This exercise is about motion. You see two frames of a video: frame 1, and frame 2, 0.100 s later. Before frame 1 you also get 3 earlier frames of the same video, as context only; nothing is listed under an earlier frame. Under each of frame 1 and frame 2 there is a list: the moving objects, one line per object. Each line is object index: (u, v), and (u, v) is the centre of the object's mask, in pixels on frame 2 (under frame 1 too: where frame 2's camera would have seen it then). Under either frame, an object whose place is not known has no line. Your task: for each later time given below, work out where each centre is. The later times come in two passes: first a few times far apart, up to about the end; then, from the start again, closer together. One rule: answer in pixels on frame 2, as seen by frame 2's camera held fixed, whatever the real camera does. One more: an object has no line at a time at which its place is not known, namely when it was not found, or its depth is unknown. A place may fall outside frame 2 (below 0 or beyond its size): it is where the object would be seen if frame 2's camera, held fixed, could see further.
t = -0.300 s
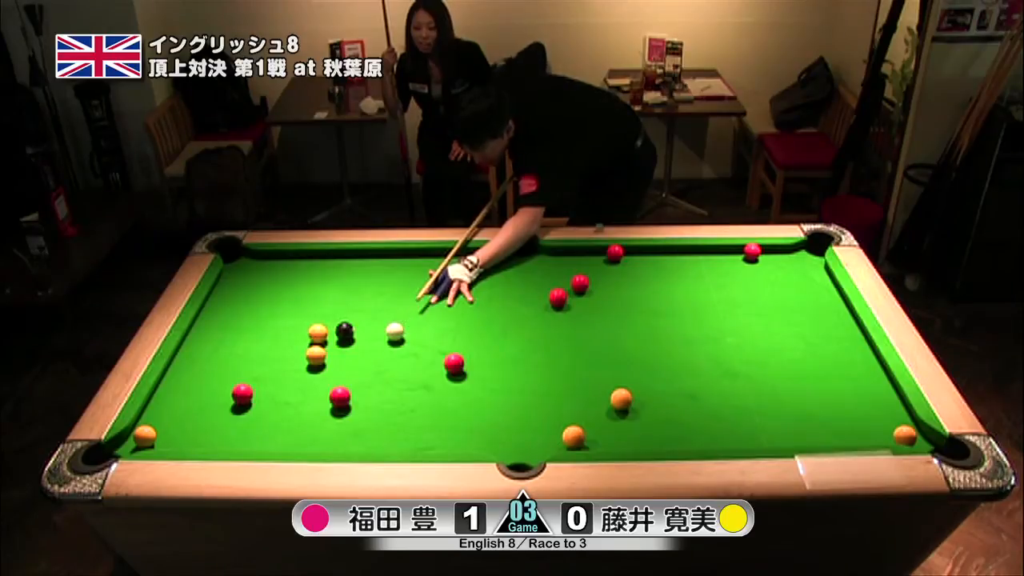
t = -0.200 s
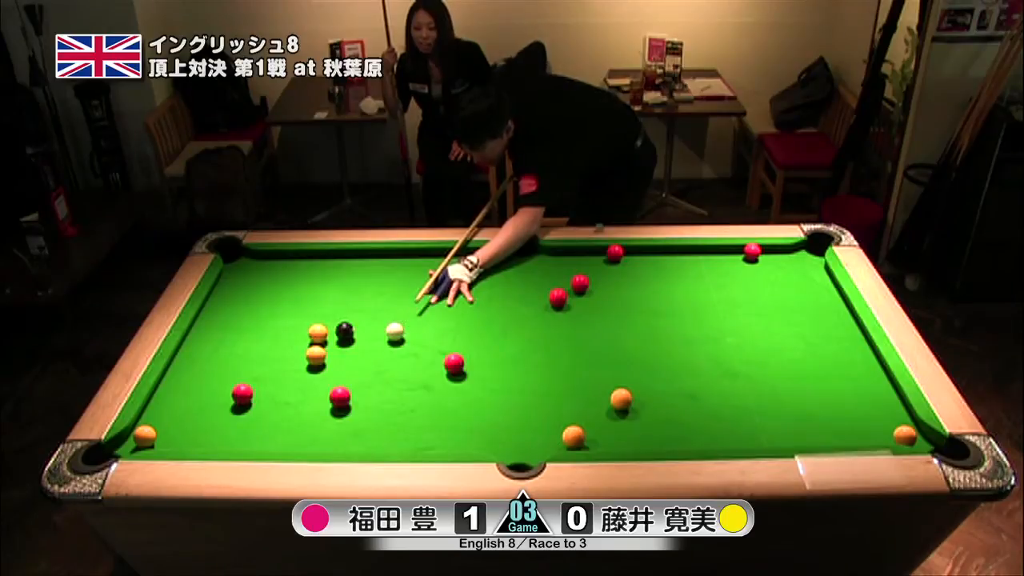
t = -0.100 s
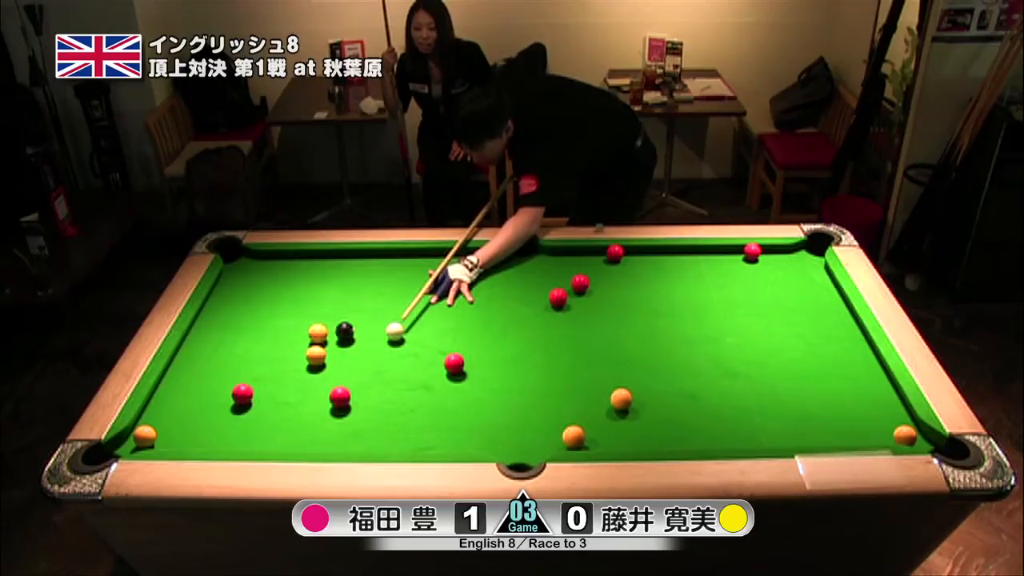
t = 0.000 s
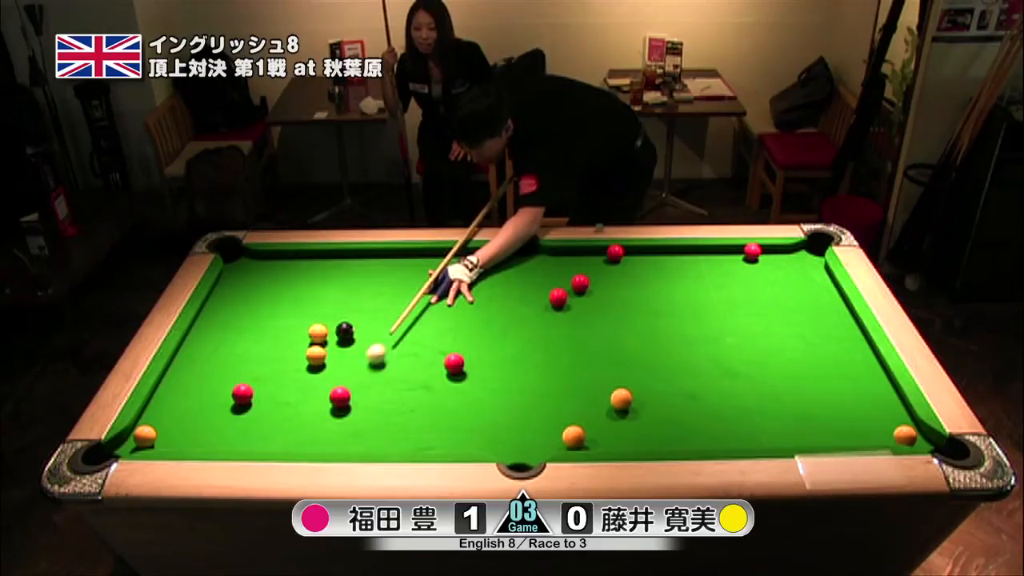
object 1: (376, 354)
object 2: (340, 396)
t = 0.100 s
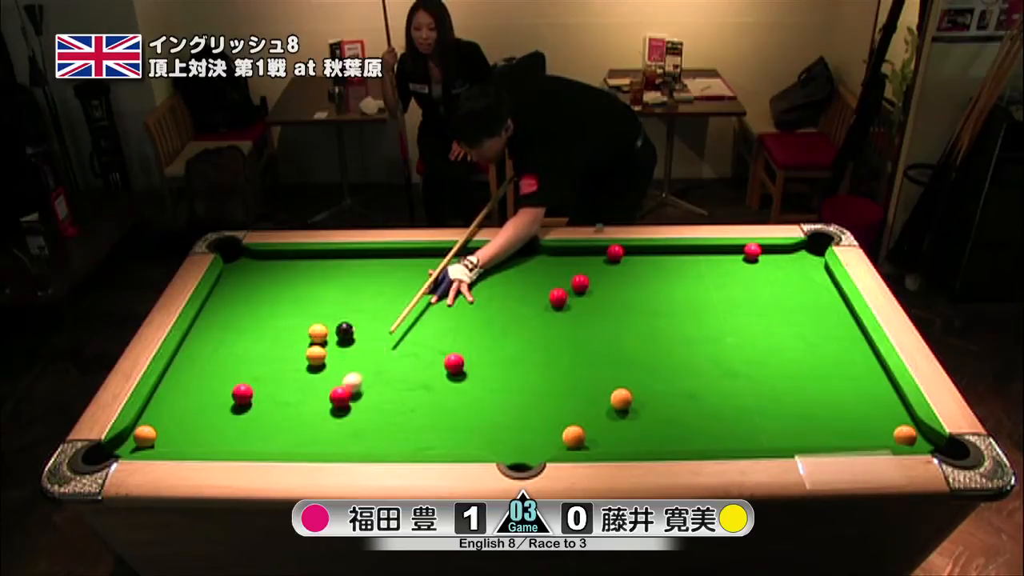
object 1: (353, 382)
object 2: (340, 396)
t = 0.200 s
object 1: (351, 386)
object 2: (319, 420)
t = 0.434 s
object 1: (345, 398)
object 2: (293, 432)
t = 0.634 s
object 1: (340, 406)
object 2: (286, 410)
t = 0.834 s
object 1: (336, 414)
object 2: (280, 390)
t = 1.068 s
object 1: (332, 423)
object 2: (274, 369)
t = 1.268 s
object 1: (328, 428)
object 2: (270, 354)
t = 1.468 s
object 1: (326, 433)
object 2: (266, 341)
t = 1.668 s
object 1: (324, 437)
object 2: (262, 329)
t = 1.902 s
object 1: (323, 439)
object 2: (257, 317)
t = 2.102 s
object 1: (322, 439)
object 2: (255, 308)
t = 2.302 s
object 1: (322, 439)
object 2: (252, 301)
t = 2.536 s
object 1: (322, 439)
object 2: (250, 293)
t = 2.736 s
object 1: (322, 439)
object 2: (248, 288)
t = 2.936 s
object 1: (322, 439)
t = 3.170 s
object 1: (322, 439)
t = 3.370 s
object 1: (322, 439)
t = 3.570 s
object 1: (322, 439)
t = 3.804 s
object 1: (322, 439)
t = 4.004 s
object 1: (322, 439)
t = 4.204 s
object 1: (322, 439)
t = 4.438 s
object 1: (322, 439)
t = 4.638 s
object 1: (322, 439)
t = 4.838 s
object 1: (322, 440)
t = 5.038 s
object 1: (322, 440)
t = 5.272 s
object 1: (322, 440)
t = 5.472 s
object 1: (322, 440)
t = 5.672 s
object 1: (322, 440)
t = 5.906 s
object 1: (322, 440)
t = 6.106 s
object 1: (322, 440)
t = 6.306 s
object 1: (322, 440)
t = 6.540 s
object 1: (322, 440)
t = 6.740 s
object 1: (323, 439)
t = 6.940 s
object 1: (322, 439)
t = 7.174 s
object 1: (322, 439)
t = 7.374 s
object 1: (322, 439)
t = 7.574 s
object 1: (322, 439)
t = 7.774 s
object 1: (322, 439)
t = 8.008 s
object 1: (322, 439)
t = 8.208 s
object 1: (322, 439)
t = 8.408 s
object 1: (322, 439)
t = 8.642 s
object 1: (322, 439)
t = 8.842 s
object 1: (322, 439)
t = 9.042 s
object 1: (322, 439)
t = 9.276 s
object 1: (322, 439)
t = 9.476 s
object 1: (322, 439)
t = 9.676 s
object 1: (322, 439)
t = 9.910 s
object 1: (322, 439)
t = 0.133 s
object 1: (351, 385)
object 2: (334, 403)
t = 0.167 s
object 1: (351, 385)
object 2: (326, 412)
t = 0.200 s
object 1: (351, 386)
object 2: (319, 420)
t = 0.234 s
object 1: (350, 388)
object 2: (313, 427)
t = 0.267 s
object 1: (349, 389)
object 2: (307, 434)
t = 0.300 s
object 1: (348, 391)
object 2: (301, 440)
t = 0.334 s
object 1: (347, 393)
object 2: (296, 442)
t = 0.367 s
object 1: (347, 394)
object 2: (295, 440)
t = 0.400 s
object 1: (346, 396)
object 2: (294, 436)
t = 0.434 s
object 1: (345, 398)
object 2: (293, 432)
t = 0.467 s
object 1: (344, 399)
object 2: (292, 428)
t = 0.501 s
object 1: (343, 401)
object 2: (290, 424)
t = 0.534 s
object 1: (342, 402)
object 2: (289, 420)
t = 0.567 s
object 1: (342, 403)
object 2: (288, 417)
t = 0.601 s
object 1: (341, 405)
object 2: (287, 413)
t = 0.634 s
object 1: (340, 406)
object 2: (286, 410)
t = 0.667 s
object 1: (339, 408)
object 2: (285, 406)
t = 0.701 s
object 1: (339, 409)
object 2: (284, 402)
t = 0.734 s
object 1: (338, 410)
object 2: (283, 399)
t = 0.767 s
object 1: (337, 412)
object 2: (282, 396)
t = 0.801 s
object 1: (337, 413)
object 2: (281, 393)
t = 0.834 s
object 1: (336, 414)
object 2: (280, 390)
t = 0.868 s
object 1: (335, 416)
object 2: (279, 386)
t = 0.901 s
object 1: (335, 417)
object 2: (278, 383)
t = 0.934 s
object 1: (334, 418)
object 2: (277, 380)
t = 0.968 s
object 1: (333, 419)
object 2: (277, 377)
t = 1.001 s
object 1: (333, 420)
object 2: (276, 375)
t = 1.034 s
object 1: (332, 422)
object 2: (275, 372)
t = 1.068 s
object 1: (332, 423)
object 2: (274, 369)
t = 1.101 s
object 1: (331, 424)
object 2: (274, 367)
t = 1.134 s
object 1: (331, 425)
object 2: (273, 364)
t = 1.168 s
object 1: (330, 426)
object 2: (272, 361)
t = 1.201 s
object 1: (330, 427)
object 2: (271, 359)
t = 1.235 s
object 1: (329, 428)
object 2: (271, 356)
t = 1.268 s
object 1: (328, 428)
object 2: (270, 354)
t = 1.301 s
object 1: (328, 429)
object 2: (269, 352)
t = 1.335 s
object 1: (327, 430)
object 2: (268, 350)
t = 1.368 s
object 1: (327, 431)
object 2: (268, 347)
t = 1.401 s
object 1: (327, 432)
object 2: (267, 345)
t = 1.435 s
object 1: (326, 432)
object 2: (266, 343)
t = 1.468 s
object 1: (326, 433)
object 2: (266, 341)
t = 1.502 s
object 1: (325, 434)
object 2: (265, 339)
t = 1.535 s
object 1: (325, 434)
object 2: (264, 337)
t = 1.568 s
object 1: (325, 435)
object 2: (263, 334)
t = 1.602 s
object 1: (325, 435)
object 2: (263, 333)
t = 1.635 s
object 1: (324, 436)
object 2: (262, 331)
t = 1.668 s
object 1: (324, 437)
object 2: (262, 329)
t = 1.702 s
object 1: (324, 437)
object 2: (261, 327)
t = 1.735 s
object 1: (323, 438)
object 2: (260, 325)
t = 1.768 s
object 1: (323, 438)
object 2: (260, 324)
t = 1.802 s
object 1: (323, 438)
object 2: (259, 322)
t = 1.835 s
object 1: (323, 438)
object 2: (259, 320)
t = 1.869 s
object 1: (323, 439)
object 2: (258, 319)
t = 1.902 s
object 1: (323, 439)
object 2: (257, 317)
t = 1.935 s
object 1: (322, 439)
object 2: (257, 316)
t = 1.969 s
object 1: (322, 439)
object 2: (256, 314)
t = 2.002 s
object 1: (322, 439)
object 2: (256, 312)
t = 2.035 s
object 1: (322, 439)
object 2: (256, 311)
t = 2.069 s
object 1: (322, 439)
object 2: (255, 309)
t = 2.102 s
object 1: (322, 439)
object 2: (255, 308)
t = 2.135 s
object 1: (322, 439)
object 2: (254, 307)
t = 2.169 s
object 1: (322, 439)
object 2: (254, 306)
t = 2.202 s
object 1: (322, 439)
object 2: (253, 304)
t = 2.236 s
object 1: (322, 439)
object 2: (253, 303)
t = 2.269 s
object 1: (322, 439)
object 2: (253, 302)
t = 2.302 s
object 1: (322, 439)
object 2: (252, 301)
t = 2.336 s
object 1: (322, 439)
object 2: (252, 300)
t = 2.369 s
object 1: (322, 439)
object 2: (252, 299)
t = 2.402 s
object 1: (322, 439)
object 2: (251, 297)
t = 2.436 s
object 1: (322, 439)
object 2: (251, 297)
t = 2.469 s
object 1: (322, 439)
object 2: (251, 296)
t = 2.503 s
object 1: (322, 439)
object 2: (250, 294)
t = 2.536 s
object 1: (322, 439)
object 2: (250, 293)
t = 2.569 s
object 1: (322, 439)
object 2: (250, 293)
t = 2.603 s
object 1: (322, 439)
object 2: (249, 292)
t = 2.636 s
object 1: (322, 439)
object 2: (249, 291)
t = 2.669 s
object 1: (322, 439)
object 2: (249, 290)
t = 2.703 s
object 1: (322, 439)
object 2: (249, 289)
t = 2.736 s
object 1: (322, 439)
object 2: (248, 288)
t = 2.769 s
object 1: (322, 439)
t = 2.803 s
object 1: (322, 439)
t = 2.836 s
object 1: (322, 439)
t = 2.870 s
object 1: (322, 439)
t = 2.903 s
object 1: (322, 439)
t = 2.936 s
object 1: (322, 439)
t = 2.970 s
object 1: (322, 439)
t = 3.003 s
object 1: (322, 439)
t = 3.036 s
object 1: (322, 439)
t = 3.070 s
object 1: (322, 439)
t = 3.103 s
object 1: (322, 439)
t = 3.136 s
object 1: (322, 439)
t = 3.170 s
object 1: (322, 439)
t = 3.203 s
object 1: (322, 439)
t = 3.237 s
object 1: (322, 439)
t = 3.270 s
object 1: (322, 439)
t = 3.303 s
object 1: (322, 439)
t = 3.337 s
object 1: (322, 439)
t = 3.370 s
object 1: (322, 439)
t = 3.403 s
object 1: (322, 439)
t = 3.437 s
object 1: (322, 439)
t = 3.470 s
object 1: (322, 439)
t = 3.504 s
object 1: (322, 439)
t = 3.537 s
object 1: (322, 439)
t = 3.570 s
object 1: (322, 439)
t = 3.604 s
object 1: (322, 439)
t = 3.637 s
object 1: (322, 439)
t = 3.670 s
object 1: (322, 439)
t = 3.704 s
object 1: (322, 439)
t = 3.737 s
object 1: (322, 439)
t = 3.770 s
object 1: (322, 439)
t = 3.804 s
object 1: (322, 439)
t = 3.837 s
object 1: (322, 439)
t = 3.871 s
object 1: (322, 439)
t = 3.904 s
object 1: (322, 439)
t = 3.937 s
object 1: (322, 439)
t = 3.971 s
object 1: (322, 439)
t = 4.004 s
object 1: (322, 439)
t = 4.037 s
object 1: (322, 439)
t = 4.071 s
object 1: (322, 439)
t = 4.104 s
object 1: (322, 439)
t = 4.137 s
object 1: (322, 439)
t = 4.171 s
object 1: (322, 439)
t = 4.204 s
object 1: (322, 439)
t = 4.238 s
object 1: (322, 439)
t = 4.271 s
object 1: (322, 439)
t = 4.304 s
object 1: (322, 439)
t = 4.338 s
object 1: (322, 439)
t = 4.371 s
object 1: (322, 439)
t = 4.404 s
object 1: (322, 439)
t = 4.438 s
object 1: (322, 439)
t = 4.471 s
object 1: (322, 439)
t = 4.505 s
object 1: (322, 439)
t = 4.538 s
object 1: (322, 439)
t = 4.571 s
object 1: (322, 439)
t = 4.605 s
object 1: (322, 439)
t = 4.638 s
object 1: (322, 439)
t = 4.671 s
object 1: (322, 440)
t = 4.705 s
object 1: (322, 439)
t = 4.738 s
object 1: (322, 440)
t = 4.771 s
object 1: (322, 440)
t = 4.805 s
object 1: (322, 440)
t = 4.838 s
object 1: (322, 440)
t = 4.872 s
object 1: (322, 440)
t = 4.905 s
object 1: (322, 440)
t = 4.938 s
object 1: (322, 440)
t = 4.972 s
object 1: (322, 440)
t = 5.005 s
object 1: (322, 440)
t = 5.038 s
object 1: (322, 440)
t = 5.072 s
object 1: (322, 440)
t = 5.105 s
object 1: (322, 440)
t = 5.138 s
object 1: (322, 440)
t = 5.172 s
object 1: (322, 440)
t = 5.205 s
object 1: (322, 440)
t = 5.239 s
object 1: (322, 440)
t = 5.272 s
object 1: (322, 440)
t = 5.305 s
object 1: (322, 440)
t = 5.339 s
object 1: (322, 440)
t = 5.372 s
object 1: (322, 440)
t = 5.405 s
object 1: (322, 440)
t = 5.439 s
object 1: (322, 440)
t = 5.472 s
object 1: (322, 440)
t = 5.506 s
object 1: (322, 440)
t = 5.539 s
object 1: (322, 440)
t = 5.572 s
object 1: (322, 440)
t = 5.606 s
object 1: (322, 440)
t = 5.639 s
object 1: (322, 440)
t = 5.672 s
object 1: (322, 440)
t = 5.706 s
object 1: (322, 440)
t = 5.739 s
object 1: (322, 440)
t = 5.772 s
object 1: (322, 440)
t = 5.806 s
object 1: (322, 440)
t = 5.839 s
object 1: (322, 440)
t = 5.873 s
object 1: (322, 440)
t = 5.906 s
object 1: (322, 440)
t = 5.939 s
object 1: (322, 440)
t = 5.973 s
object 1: (322, 440)
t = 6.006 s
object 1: (322, 440)
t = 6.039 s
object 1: (322, 440)
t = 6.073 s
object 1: (322, 440)
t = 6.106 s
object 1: (322, 440)
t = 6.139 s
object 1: (322, 440)
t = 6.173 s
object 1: (322, 440)
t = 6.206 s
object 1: (322, 440)
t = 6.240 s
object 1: (322, 440)
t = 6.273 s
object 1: (322, 440)
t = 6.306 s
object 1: (322, 440)
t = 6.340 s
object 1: (322, 440)
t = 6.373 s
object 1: (322, 440)
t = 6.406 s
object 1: (322, 440)
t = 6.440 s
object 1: (322, 440)
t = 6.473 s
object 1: (322, 440)
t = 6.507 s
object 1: (322, 440)
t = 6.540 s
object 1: (322, 440)
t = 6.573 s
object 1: (322, 440)
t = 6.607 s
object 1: (322, 440)
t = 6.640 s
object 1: (322, 439)
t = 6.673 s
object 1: (322, 439)
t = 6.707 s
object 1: (322, 439)
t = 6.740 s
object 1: (323, 439)
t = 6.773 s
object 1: (322, 439)
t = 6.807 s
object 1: (322, 439)
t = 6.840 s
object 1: (322, 439)
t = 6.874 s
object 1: (322, 439)
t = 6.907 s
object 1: (322, 439)
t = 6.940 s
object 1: (322, 439)
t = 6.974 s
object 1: (322, 439)
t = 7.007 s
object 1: (322, 439)
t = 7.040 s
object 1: (322, 439)
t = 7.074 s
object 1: (322, 439)
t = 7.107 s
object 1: (322, 439)
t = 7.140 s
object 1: (322, 439)
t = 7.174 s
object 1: (322, 439)
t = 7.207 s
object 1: (322, 439)
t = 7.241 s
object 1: (322, 439)
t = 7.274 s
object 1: (322, 439)
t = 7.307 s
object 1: (322, 439)
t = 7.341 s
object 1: (322, 439)
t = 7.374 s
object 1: (322, 439)
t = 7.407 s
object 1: (322, 439)
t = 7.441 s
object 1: (322, 439)
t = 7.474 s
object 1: (322, 439)
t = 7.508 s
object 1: (322, 439)
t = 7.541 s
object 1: (322, 439)
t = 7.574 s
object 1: (322, 439)
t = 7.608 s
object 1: (322, 439)
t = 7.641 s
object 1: (322, 439)
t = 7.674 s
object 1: (322, 439)
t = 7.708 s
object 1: (322, 439)
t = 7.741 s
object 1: (322, 439)
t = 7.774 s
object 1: (322, 439)
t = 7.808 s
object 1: (322, 439)
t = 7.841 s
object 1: (322, 439)
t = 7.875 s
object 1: (322, 439)
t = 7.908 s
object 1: (322, 439)
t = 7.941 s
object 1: (322, 439)
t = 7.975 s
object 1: (322, 439)
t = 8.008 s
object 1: (322, 439)
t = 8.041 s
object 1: (322, 439)
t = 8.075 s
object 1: (322, 439)
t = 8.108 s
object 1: (322, 439)
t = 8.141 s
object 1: (322, 439)
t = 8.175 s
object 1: (322, 439)
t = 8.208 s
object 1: (322, 439)
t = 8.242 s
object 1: (322, 439)
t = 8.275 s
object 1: (322, 439)
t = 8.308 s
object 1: (322, 439)
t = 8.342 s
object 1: (322, 439)
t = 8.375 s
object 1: (322, 439)
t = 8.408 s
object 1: (322, 439)
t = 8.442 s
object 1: (322, 439)
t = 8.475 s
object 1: (322, 439)
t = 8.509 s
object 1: (322, 439)
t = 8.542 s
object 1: (322, 439)
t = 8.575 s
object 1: (322, 439)
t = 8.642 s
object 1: (322, 439)
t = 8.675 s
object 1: (322, 439)
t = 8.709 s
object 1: (322, 439)
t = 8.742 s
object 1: (322, 439)
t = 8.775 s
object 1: (322, 439)
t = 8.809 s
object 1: (322, 439)
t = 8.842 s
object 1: (322, 439)
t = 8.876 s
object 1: (322, 439)
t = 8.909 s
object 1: (322, 439)
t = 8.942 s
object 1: (322, 439)
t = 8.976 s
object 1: (322, 439)
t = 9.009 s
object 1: (322, 439)
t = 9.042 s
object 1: (322, 439)
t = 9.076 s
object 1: (322, 439)
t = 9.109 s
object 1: (322, 439)
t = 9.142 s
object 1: (322, 439)
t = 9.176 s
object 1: (322, 439)
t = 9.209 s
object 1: (322, 439)
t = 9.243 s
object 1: (322, 439)
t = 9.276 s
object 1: (322, 439)
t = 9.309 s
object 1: (322, 439)
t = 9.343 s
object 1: (322, 439)
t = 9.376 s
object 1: (322, 439)
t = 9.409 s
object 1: (322, 439)
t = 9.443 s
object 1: (322, 439)
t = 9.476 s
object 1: (322, 439)
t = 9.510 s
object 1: (322, 439)
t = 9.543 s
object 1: (322, 439)
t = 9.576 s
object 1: (322, 439)
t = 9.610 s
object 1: (322, 439)
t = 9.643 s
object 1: (322, 439)
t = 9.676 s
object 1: (322, 439)
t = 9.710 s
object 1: (322, 439)
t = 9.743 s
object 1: (322, 439)
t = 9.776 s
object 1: (322, 439)
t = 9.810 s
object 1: (322, 439)
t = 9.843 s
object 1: (322, 439)
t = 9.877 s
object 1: (322, 439)
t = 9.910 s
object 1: (322, 439)
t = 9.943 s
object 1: (322, 439)
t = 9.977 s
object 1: (322, 439)
